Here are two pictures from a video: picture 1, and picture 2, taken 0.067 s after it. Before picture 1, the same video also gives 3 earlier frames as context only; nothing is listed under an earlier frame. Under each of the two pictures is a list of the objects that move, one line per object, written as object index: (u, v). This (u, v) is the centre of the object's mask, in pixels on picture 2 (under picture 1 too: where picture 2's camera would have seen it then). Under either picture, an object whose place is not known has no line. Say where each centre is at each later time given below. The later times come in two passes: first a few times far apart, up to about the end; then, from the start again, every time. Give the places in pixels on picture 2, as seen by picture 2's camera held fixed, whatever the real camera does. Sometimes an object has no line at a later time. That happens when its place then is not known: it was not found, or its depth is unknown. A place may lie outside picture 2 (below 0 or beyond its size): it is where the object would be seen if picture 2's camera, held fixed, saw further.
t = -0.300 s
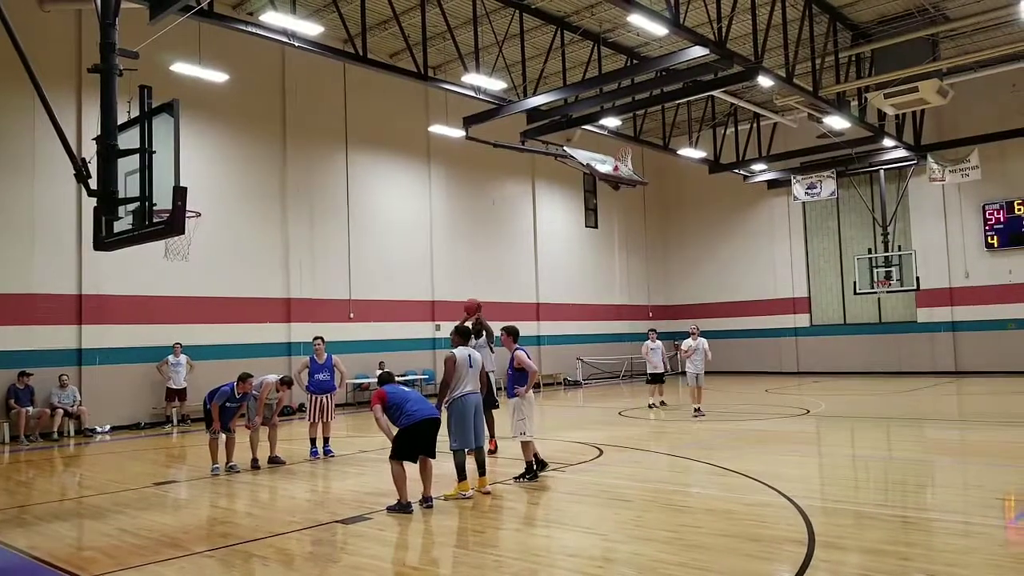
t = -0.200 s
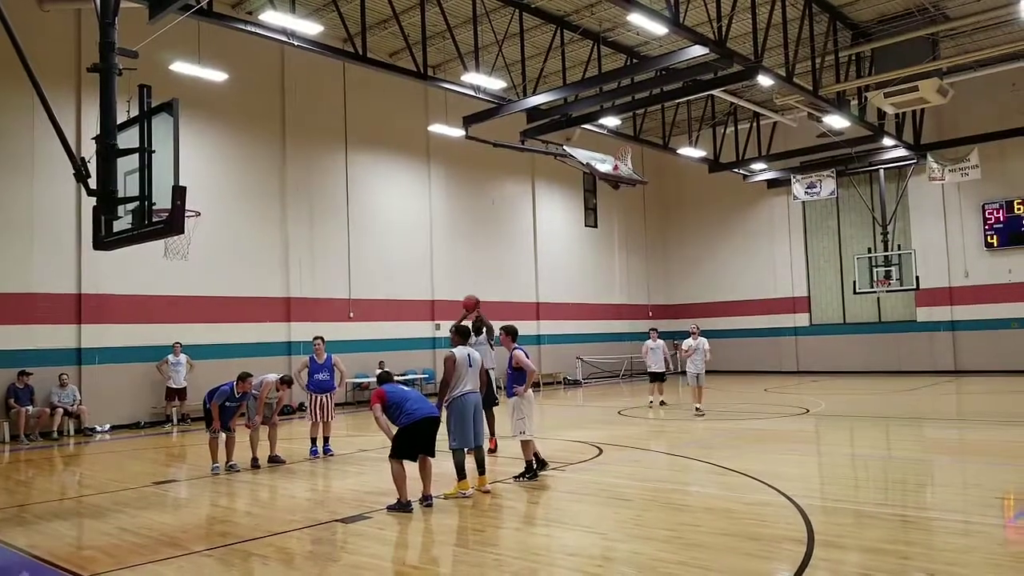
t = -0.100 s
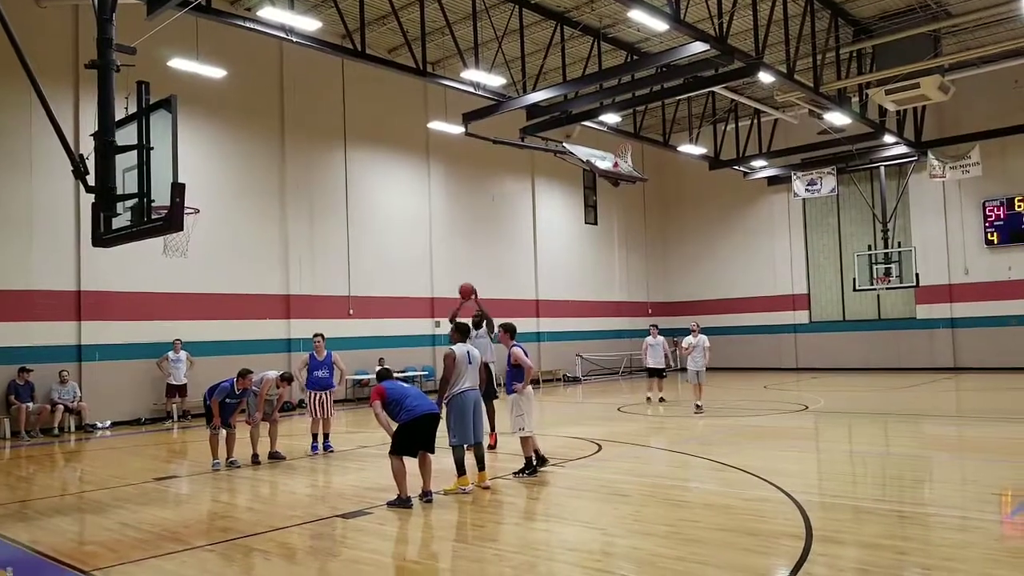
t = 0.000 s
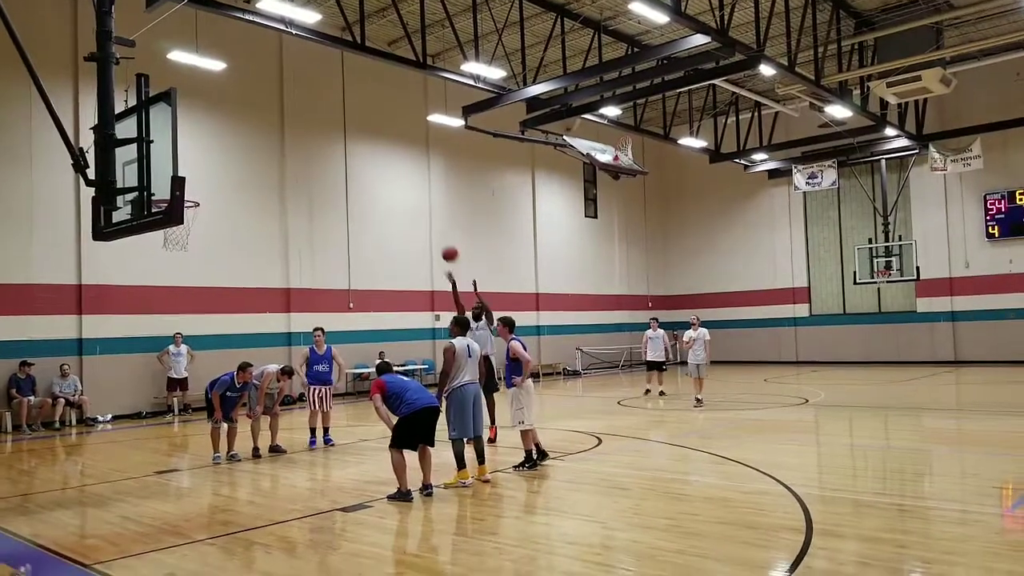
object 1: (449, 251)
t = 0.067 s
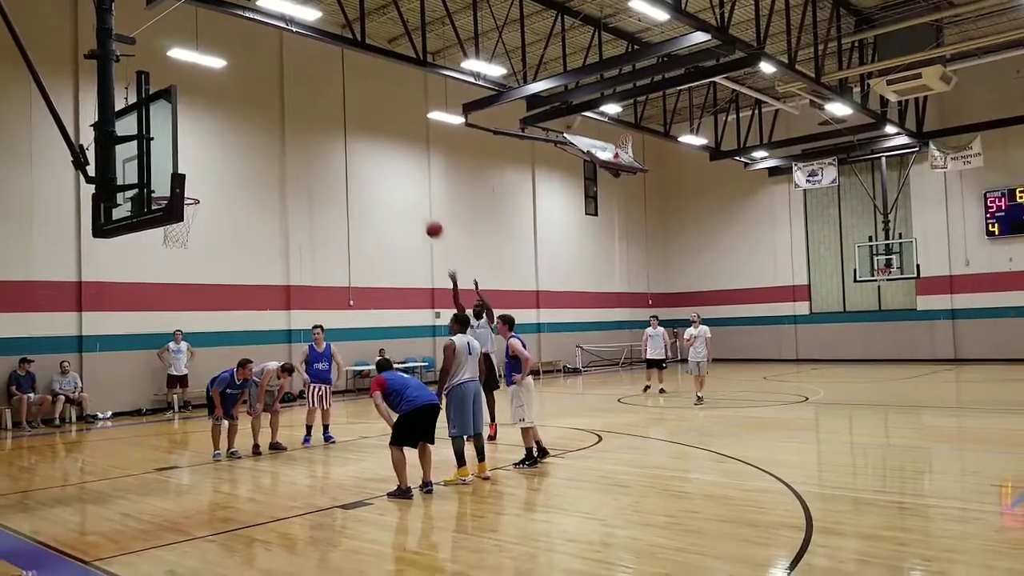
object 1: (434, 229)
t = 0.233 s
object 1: (392, 185)
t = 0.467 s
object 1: (327, 152)
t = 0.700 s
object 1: (253, 159)
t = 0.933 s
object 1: (192, 184)
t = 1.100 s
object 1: (175, 164)
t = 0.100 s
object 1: (426, 218)
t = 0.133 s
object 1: (417, 209)
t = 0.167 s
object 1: (409, 200)
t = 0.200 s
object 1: (401, 193)
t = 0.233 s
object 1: (392, 185)
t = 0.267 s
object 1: (383, 178)
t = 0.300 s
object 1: (374, 172)
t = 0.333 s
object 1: (366, 166)
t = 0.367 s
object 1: (356, 161)
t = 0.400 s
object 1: (347, 158)
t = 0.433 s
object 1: (337, 155)
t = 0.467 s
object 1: (327, 152)
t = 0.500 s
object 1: (317, 150)
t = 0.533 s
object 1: (306, 150)
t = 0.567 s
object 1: (297, 150)
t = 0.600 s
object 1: (286, 150)
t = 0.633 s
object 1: (276, 152)
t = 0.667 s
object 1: (265, 155)
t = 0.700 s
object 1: (253, 159)
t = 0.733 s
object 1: (242, 163)
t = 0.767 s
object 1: (231, 169)
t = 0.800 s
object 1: (220, 175)
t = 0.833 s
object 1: (208, 183)
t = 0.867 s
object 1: (195, 192)
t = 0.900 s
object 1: (194, 190)
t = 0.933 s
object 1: (192, 184)
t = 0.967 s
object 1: (189, 176)
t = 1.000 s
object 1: (186, 171)
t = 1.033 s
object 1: (185, 167)
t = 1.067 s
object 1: (177, 165)
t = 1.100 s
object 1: (175, 164)
